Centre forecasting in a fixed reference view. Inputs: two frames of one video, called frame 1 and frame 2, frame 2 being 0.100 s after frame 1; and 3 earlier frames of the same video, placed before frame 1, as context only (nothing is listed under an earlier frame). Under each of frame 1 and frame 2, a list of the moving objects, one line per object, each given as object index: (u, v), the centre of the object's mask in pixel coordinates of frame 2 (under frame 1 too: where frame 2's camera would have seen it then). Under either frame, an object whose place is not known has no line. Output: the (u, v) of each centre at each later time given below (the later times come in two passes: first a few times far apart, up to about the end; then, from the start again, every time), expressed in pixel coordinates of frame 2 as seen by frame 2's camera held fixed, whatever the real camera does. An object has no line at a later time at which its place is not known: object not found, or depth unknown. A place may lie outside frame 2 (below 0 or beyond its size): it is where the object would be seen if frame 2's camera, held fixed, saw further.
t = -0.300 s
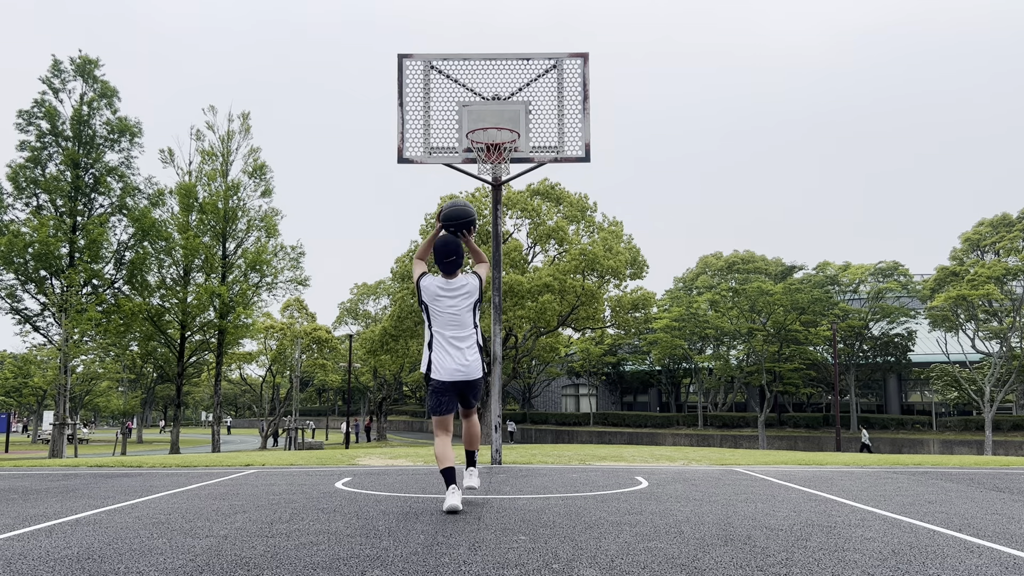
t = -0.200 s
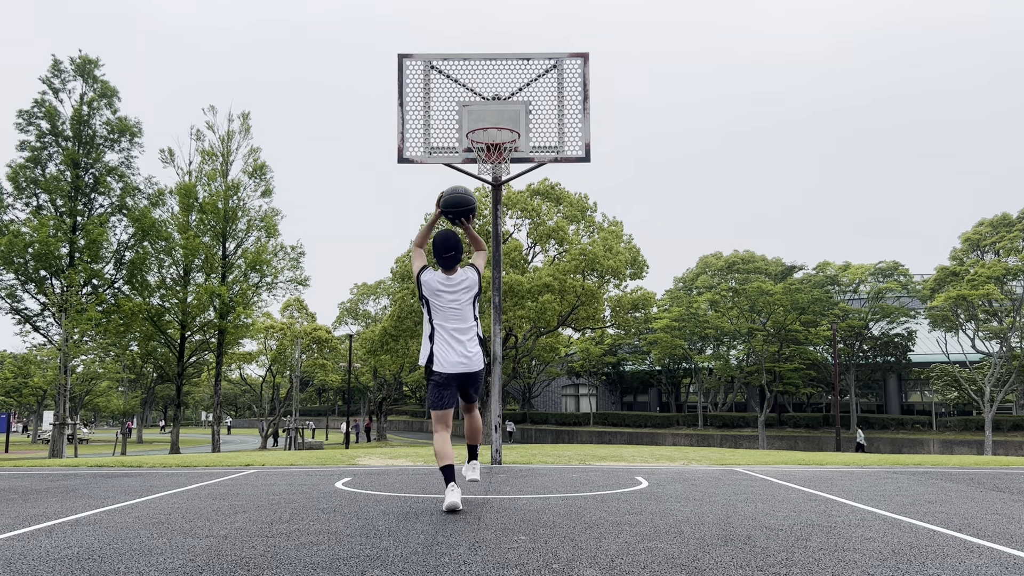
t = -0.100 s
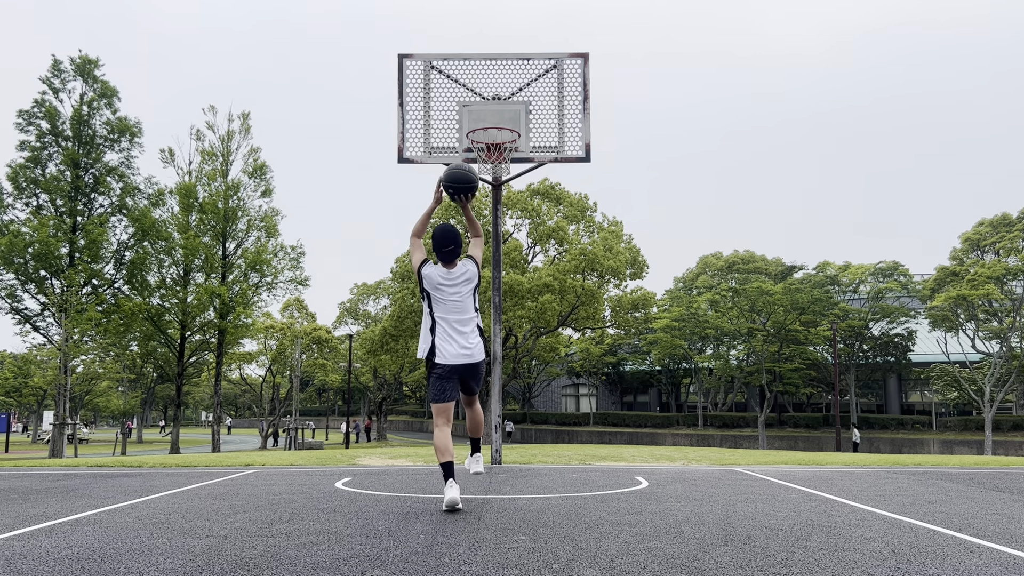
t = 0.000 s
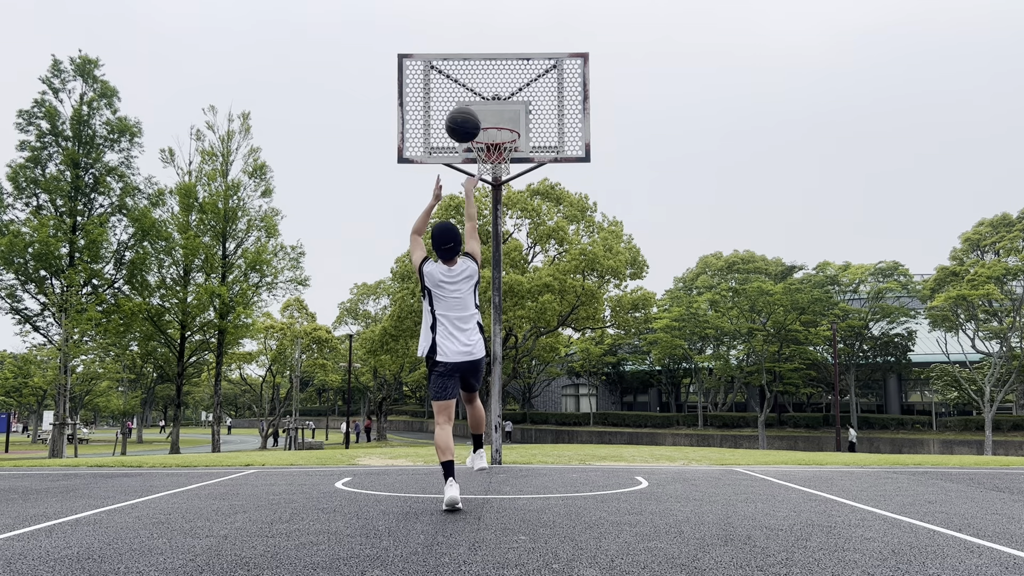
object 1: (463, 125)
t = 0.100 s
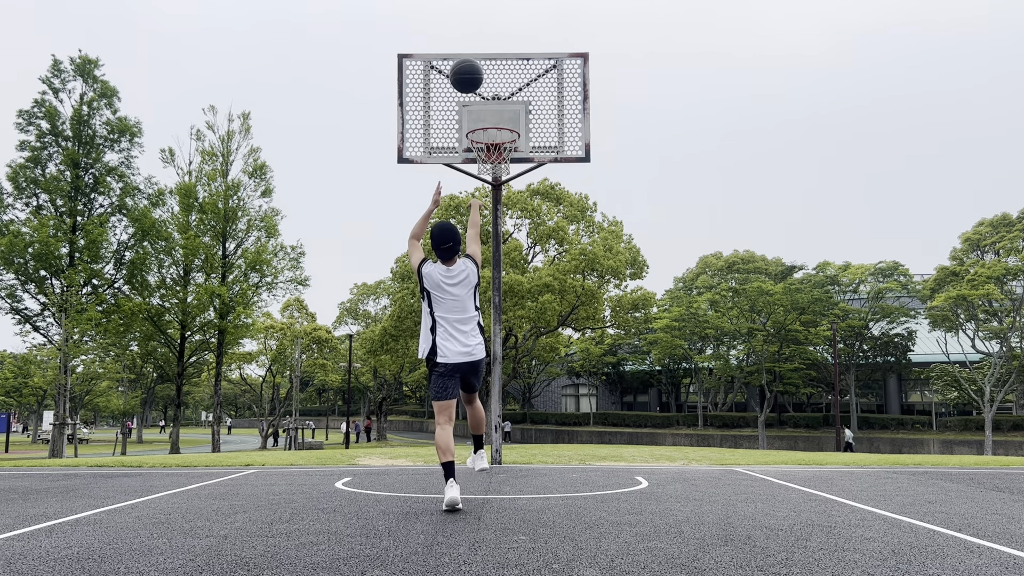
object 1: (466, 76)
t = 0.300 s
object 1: (472, 27)
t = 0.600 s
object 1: (478, 50)
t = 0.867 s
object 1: (477, 106)
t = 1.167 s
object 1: (453, 121)
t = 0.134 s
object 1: (468, 63)
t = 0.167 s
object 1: (468, 53)
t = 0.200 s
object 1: (469, 44)
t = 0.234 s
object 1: (470, 37)
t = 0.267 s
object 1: (471, 31)
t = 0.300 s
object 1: (472, 27)
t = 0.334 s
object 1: (473, 24)
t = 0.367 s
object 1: (473, 23)
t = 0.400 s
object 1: (474, 23)
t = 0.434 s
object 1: (475, 24)
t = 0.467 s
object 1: (476, 27)
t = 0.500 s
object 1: (477, 31)
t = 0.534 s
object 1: (477, 36)
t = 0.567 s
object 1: (478, 42)
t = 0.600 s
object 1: (478, 50)
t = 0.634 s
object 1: (479, 59)
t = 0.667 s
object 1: (480, 69)
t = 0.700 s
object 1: (480, 79)
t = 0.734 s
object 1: (481, 91)
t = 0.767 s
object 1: (481, 104)
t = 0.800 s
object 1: (482, 116)
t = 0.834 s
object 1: (479, 111)
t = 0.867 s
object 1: (477, 106)
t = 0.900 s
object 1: (474, 103)
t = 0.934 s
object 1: (472, 101)
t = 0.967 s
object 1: (469, 100)
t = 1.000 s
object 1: (467, 100)
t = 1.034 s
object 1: (464, 102)
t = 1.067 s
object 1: (462, 105)
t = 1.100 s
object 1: (459, 109)
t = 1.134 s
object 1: (456, 115)
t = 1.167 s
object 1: (453, 121)
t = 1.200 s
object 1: (450, 130)
